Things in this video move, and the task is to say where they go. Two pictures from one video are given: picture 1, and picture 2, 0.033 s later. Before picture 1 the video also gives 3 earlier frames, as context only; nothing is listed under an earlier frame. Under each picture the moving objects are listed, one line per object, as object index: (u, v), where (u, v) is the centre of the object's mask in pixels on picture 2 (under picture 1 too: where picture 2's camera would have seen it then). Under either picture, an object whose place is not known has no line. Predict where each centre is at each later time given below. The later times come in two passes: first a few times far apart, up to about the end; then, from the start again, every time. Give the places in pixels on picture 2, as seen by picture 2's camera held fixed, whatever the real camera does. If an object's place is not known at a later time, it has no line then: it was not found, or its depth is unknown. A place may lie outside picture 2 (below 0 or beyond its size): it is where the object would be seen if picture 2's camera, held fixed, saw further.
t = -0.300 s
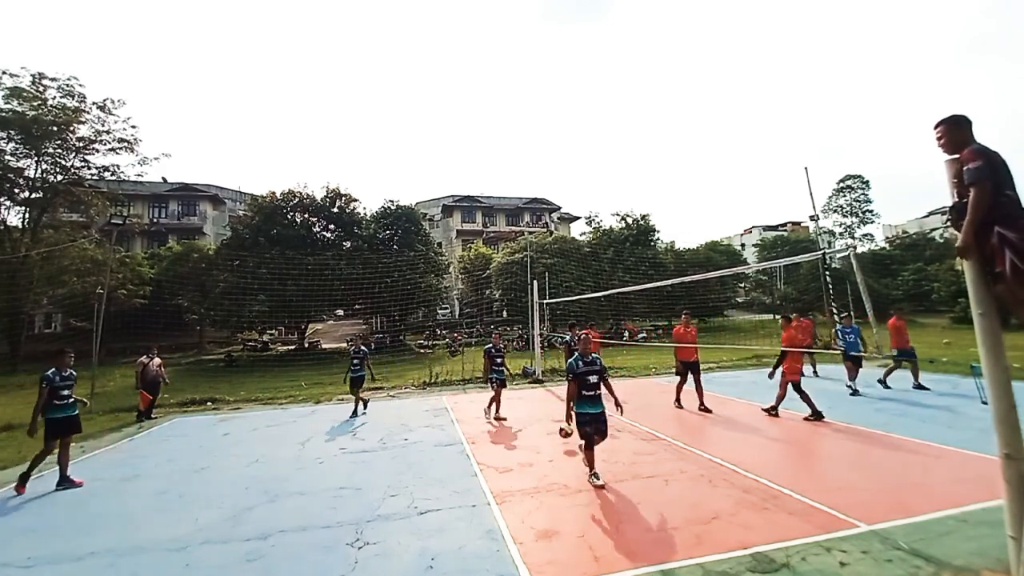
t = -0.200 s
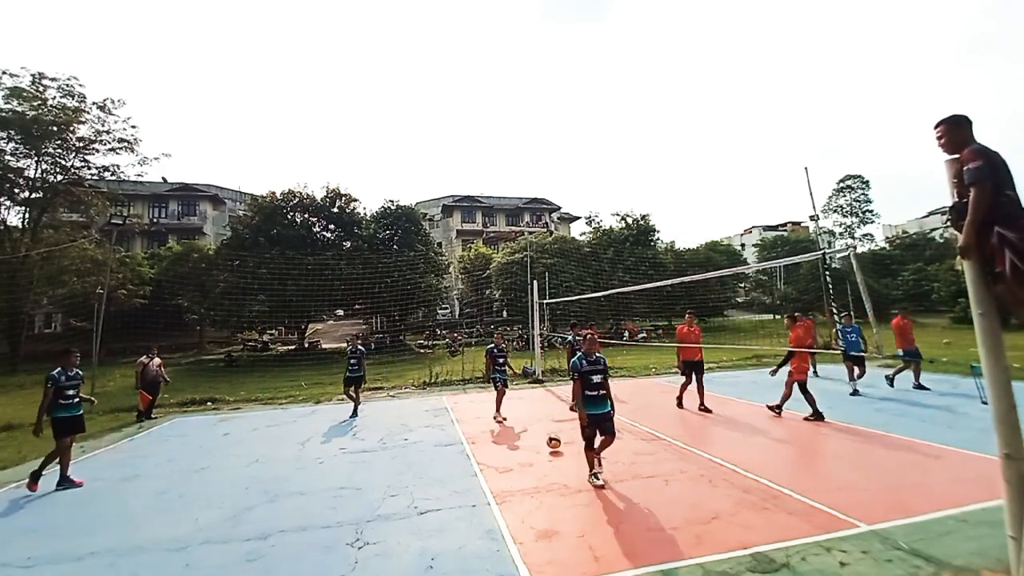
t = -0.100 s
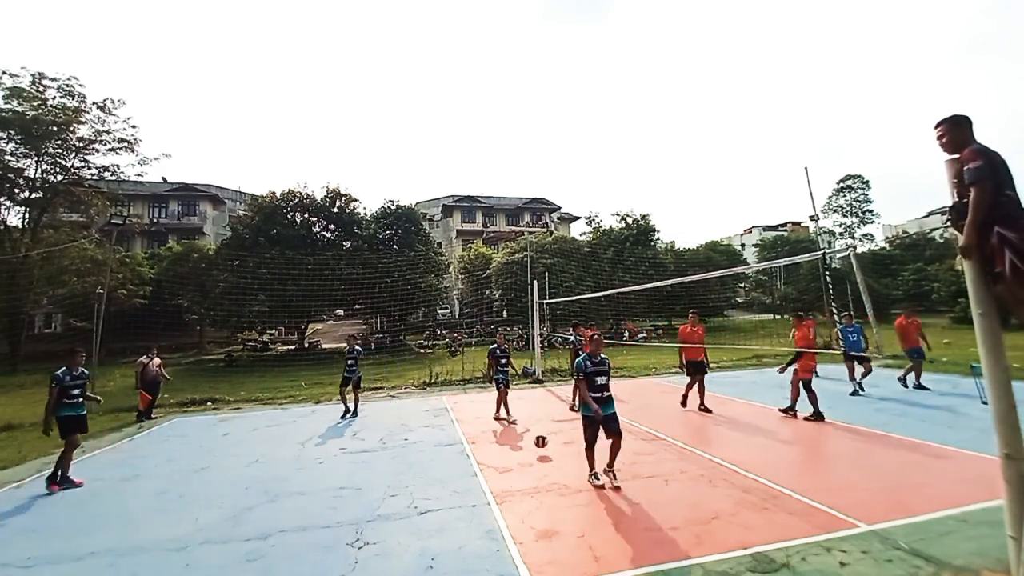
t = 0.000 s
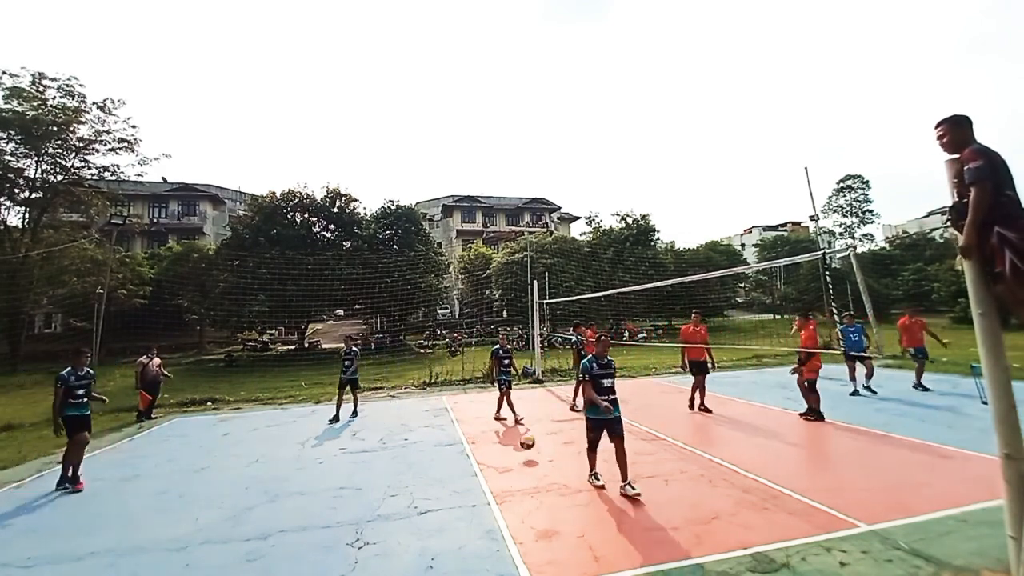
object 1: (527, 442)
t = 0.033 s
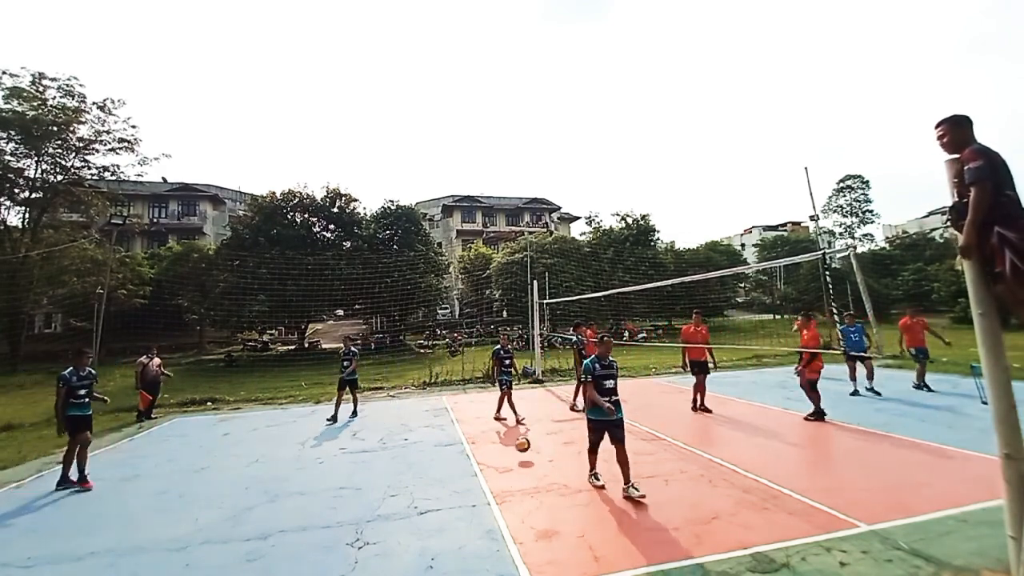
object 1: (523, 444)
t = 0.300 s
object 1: (485, 453)
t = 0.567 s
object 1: (445, 463)
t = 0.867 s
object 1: (395, 478)
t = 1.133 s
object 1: (344, 494)
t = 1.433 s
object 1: (279, 511)
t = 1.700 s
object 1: (214, 526)
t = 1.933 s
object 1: (155, 540)
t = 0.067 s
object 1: (518, 447)
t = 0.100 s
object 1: (513, 451)
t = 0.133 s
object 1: (509, 455)
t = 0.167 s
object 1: (504, 453)
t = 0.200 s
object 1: (499, 452)
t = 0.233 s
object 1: (494, 451)
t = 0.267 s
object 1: (490, 452)
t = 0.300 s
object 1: (485, 453)
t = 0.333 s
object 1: (480, 455)
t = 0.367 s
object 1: (475, 458)
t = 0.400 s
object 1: (470, 462)
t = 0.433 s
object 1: (465, 466)
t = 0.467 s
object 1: (460, 464)
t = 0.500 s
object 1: (455, 462)
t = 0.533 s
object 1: (450, 462)
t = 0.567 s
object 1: (445, 463)
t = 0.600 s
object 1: (439, 464)
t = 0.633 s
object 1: (434, 467)
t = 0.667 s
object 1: (429, 471)
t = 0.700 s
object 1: (424, 476)
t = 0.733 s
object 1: (418, 475)
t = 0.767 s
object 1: (412, 474)
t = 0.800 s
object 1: (406, 474)
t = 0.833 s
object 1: (400, 476)
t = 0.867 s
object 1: (395, 478)
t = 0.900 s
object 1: (389, 482)
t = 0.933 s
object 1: (383, 486)
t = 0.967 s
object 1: (376, 485)
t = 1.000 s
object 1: (370, 486)
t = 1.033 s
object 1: (363, 488)
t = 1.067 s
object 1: (357, 489)
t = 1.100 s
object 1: (350, 493)
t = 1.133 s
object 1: (344, 494)
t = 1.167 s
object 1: (337, 494)
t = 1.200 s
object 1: (330, 496)
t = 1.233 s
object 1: (323, 499)
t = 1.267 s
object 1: (316, 502)
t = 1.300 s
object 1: (308, 503)
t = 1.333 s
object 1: (301, 504)
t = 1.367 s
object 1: (295, 506)
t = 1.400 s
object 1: (286, 510)
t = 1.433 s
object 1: (279, 511)
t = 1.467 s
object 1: (271, 512)
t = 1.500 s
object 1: (263, 514)
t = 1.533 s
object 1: (255, 518)
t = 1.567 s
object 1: (247, 519)
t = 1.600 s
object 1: (239, 520)
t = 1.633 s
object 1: (231, 522)
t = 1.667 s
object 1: (223, 526)
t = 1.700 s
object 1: (214, 526)
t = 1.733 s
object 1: (206, 529)
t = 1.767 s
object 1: (197, 532)
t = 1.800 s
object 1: (188, 534)
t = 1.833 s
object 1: (180, 533)
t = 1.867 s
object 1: (172, 535)
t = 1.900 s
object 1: (163, 537)
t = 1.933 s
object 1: (155, 540)
